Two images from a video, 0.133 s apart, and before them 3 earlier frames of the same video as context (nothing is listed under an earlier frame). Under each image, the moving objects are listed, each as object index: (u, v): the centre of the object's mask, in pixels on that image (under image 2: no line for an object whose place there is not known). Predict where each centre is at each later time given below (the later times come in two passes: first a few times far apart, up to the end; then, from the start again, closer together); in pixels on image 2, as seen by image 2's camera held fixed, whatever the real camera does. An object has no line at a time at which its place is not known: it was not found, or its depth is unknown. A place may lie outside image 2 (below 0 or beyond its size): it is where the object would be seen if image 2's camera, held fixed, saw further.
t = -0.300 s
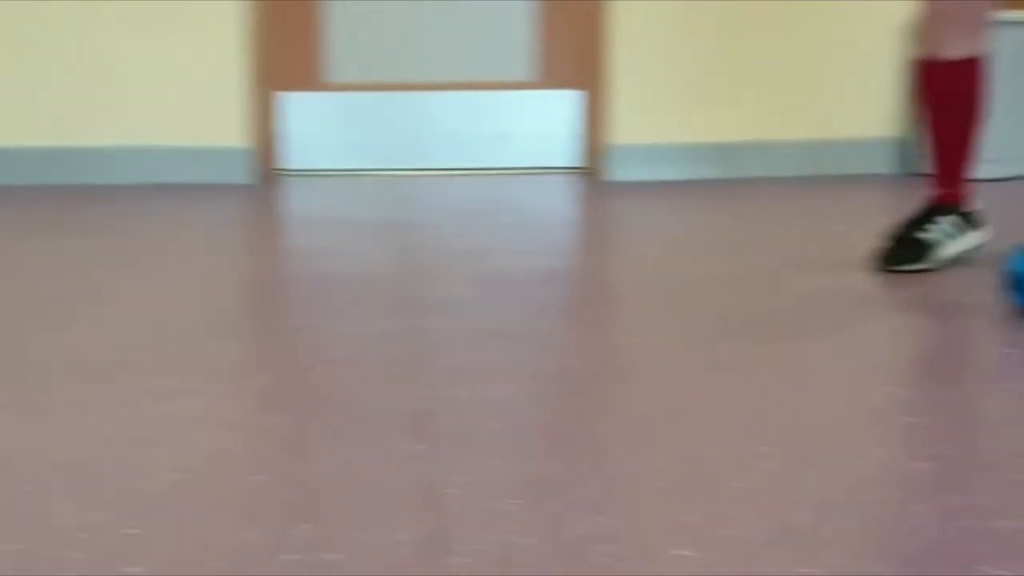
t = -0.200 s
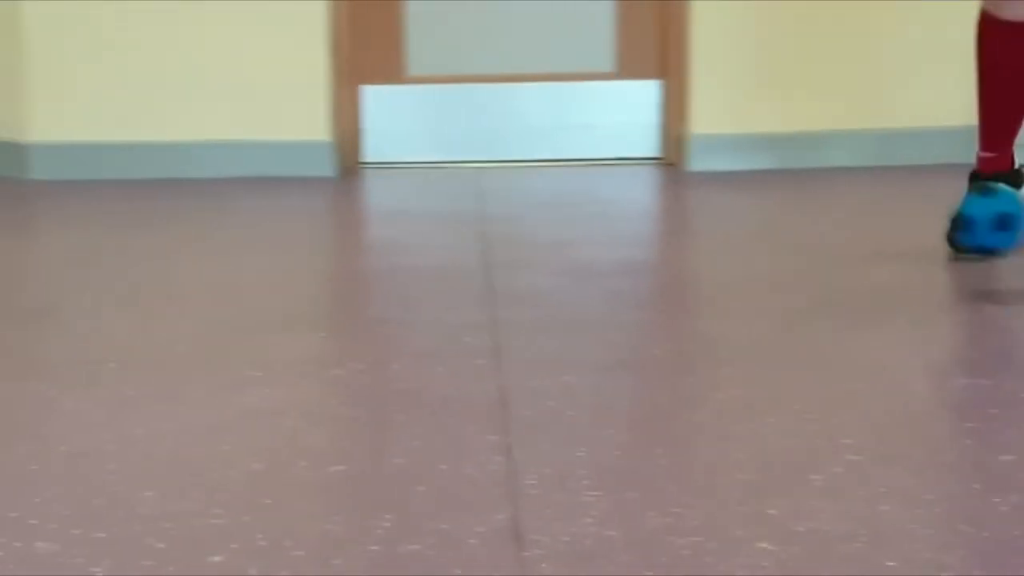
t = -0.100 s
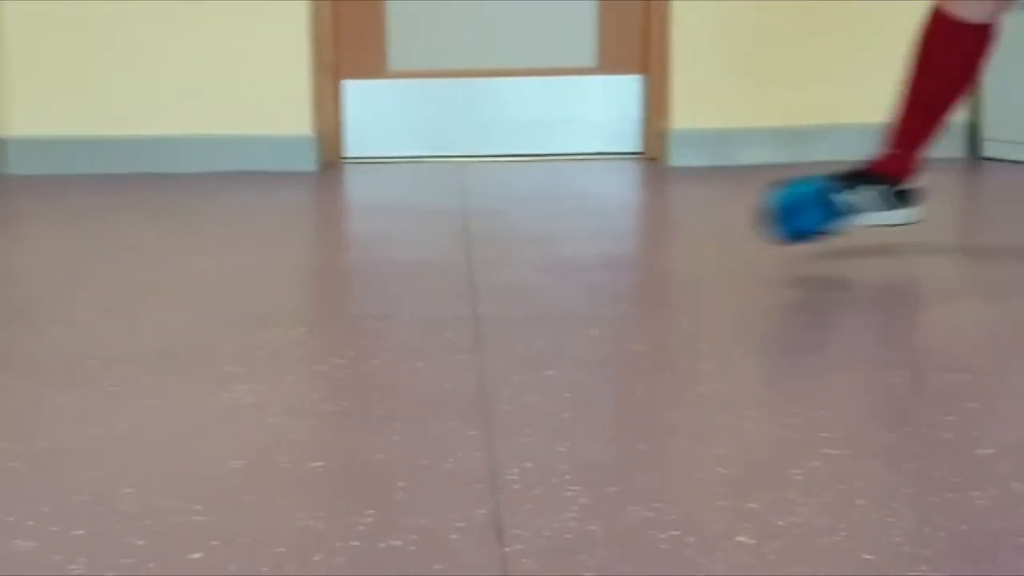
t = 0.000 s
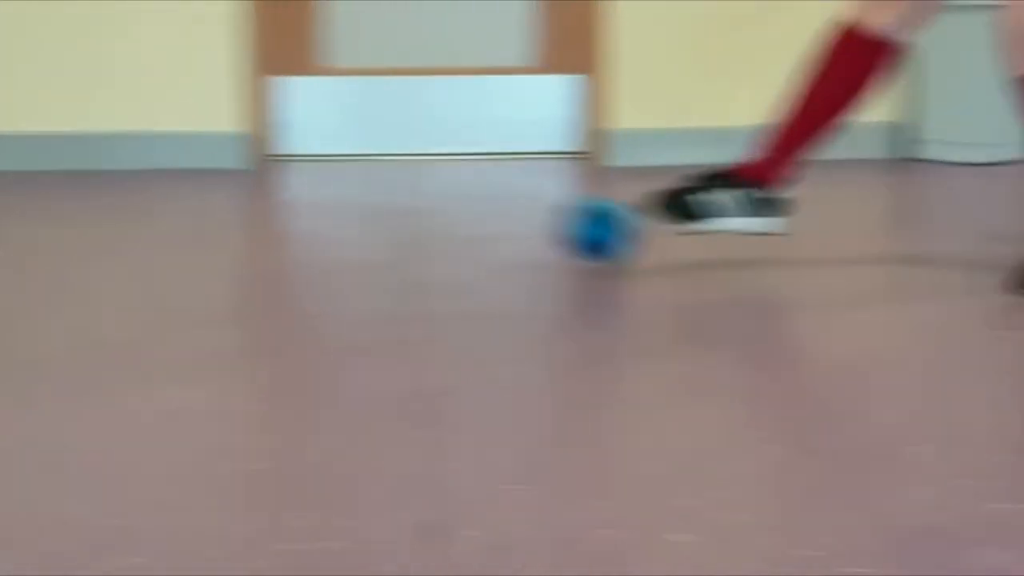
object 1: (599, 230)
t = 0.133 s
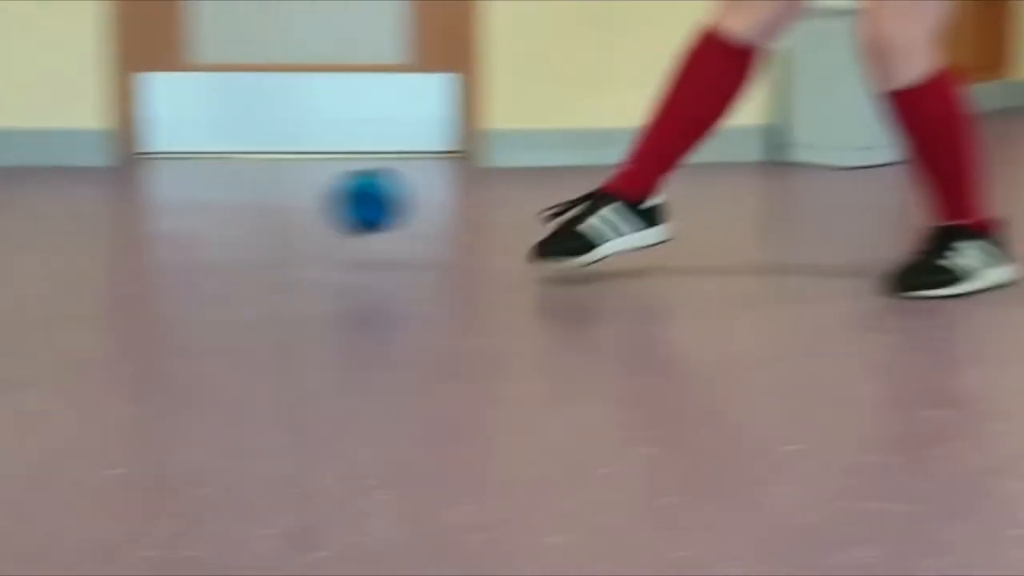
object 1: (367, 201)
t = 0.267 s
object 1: (264, 209)
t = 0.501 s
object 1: (107, 200)
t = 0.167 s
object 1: (341, 209)
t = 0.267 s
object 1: (264, 209)
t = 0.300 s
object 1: (238, 201)
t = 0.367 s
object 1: (189, 203)
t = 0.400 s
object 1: (162, 213)
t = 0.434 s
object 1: (144, 209)
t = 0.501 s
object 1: (107, 200)
